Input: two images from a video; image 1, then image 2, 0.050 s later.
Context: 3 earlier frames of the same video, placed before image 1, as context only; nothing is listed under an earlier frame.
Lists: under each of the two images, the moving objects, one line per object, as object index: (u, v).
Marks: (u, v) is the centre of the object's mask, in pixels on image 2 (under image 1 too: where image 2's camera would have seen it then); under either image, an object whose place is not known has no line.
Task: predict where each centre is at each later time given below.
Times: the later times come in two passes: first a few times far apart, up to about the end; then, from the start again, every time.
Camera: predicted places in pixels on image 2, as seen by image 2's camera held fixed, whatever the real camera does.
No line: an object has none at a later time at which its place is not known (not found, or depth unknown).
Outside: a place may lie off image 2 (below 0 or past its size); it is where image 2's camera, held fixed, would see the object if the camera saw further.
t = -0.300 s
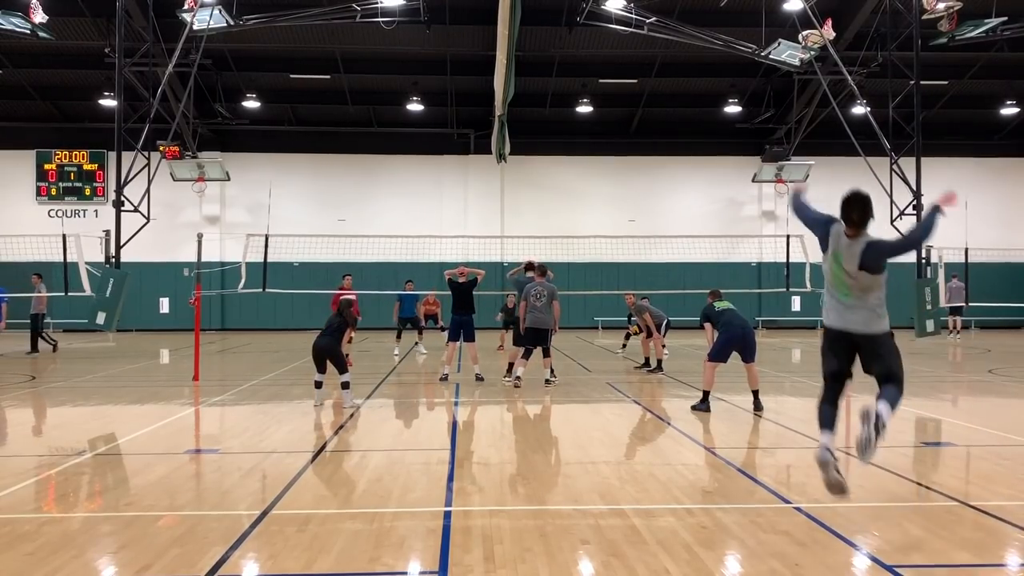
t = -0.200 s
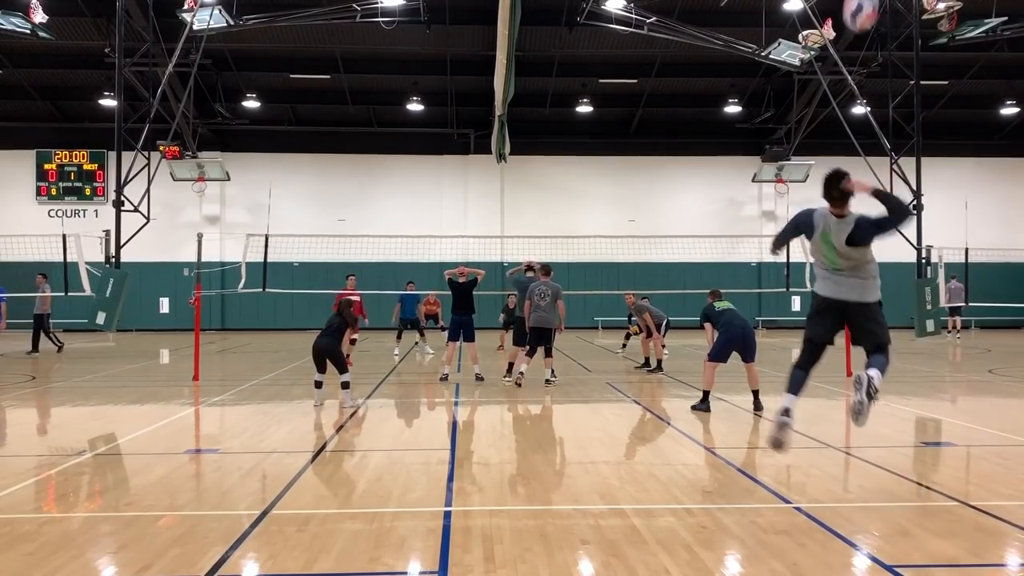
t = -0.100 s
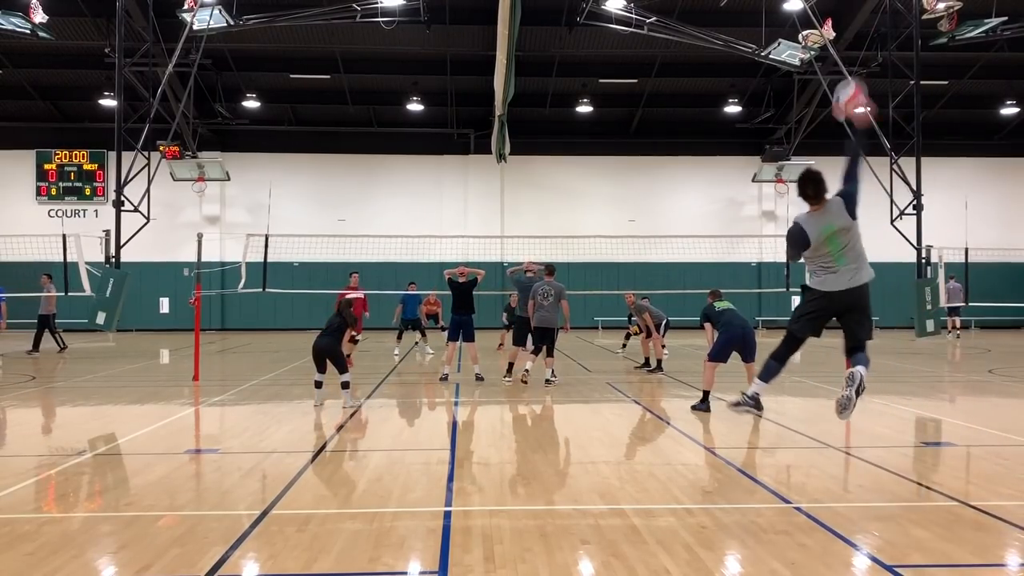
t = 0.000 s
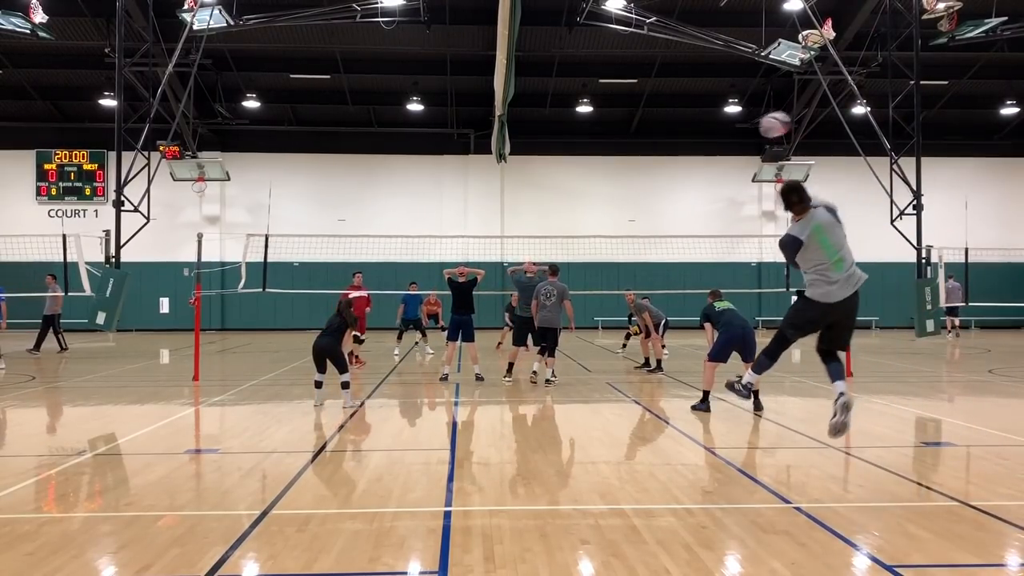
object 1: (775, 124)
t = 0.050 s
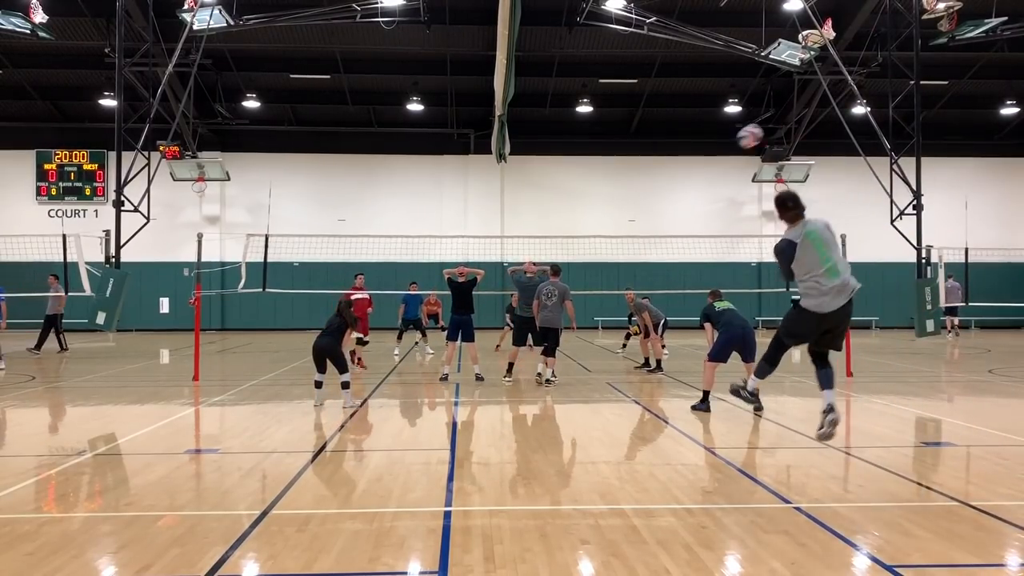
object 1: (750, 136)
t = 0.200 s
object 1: (701, 178)
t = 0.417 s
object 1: (666, 235)
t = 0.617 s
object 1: (654, 263)
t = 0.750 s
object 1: (647, 288)
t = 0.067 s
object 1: (743, 140)
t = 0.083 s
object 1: (736, 144)
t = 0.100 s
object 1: (730, 148)
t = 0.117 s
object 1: (725, 151)
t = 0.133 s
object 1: (720, 155)
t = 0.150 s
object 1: (715, 161)
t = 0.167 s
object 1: (709, 169)
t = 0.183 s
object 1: (705, 174)
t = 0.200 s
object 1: (701, 178)
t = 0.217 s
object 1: (697, 183)
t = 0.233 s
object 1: (693, 188)
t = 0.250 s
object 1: (691, 193)
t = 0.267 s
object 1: (687, 199)
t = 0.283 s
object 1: (684, 203)
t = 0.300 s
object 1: (681, 208)
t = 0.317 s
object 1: (678, 214)
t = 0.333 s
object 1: (676, 219)
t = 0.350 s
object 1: (673, 224)
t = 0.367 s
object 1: (671, 229)
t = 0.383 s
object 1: (669, 233)
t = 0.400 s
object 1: (667, 234)
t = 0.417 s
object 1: (666, 235)
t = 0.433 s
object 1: (665, 237)
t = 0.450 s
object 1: (664, 239)
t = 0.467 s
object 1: (662, 241)
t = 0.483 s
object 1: (661, 242)
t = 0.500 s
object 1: (660, 244)
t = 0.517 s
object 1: (659, 247)
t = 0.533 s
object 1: (658, 249)
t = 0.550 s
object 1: (657, 252)
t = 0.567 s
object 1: (656, 254)
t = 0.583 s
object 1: (655, 257)
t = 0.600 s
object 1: (654, 259)
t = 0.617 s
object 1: (654, 263)
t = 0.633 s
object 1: (653, 266)
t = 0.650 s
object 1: (652, 268)
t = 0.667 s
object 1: (651, 272)
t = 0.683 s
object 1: (650, 274)
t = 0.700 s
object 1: (649, 278)
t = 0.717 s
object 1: (648, 281)
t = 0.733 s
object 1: (647, 285)
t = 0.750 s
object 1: (647, 288)
